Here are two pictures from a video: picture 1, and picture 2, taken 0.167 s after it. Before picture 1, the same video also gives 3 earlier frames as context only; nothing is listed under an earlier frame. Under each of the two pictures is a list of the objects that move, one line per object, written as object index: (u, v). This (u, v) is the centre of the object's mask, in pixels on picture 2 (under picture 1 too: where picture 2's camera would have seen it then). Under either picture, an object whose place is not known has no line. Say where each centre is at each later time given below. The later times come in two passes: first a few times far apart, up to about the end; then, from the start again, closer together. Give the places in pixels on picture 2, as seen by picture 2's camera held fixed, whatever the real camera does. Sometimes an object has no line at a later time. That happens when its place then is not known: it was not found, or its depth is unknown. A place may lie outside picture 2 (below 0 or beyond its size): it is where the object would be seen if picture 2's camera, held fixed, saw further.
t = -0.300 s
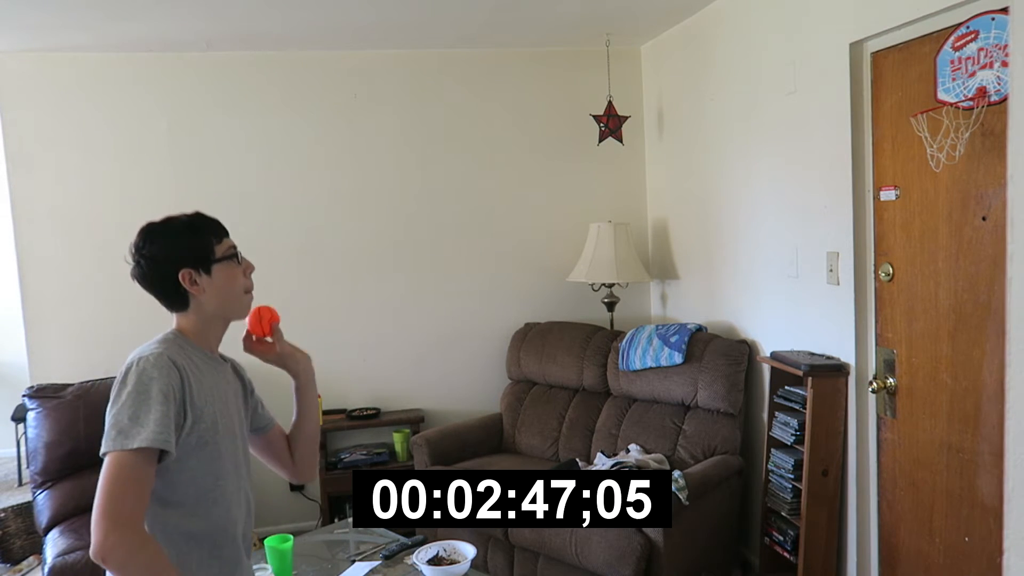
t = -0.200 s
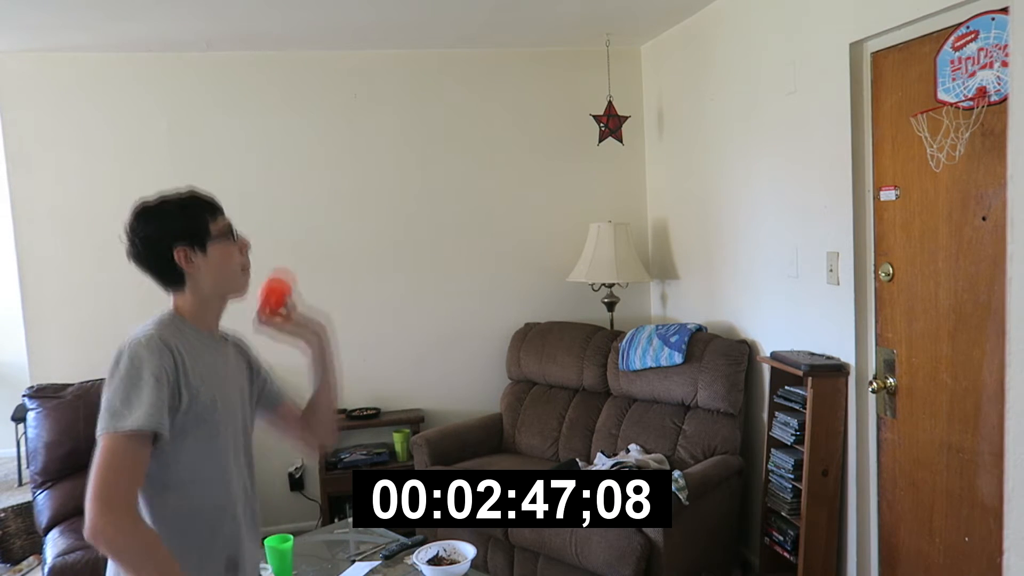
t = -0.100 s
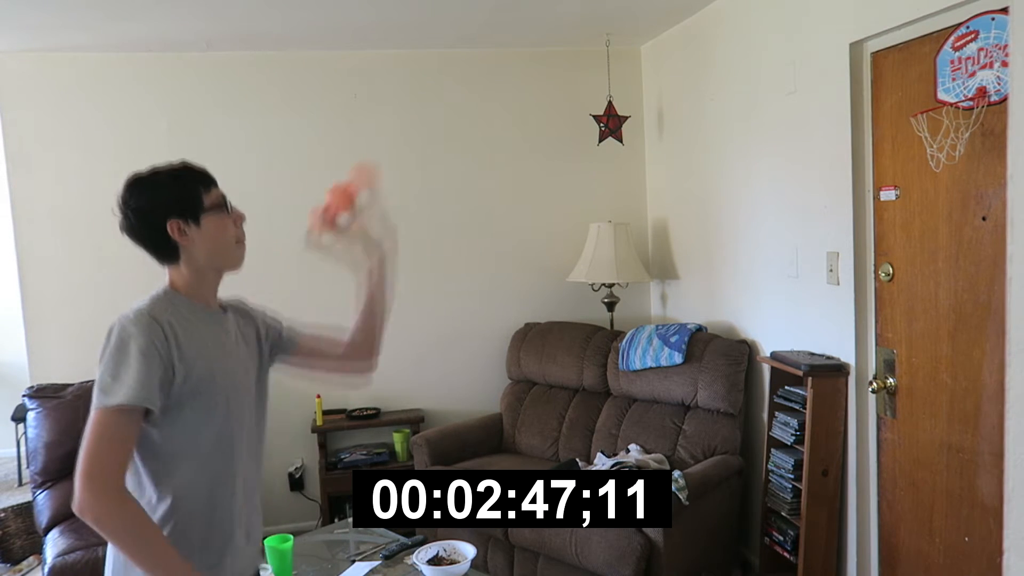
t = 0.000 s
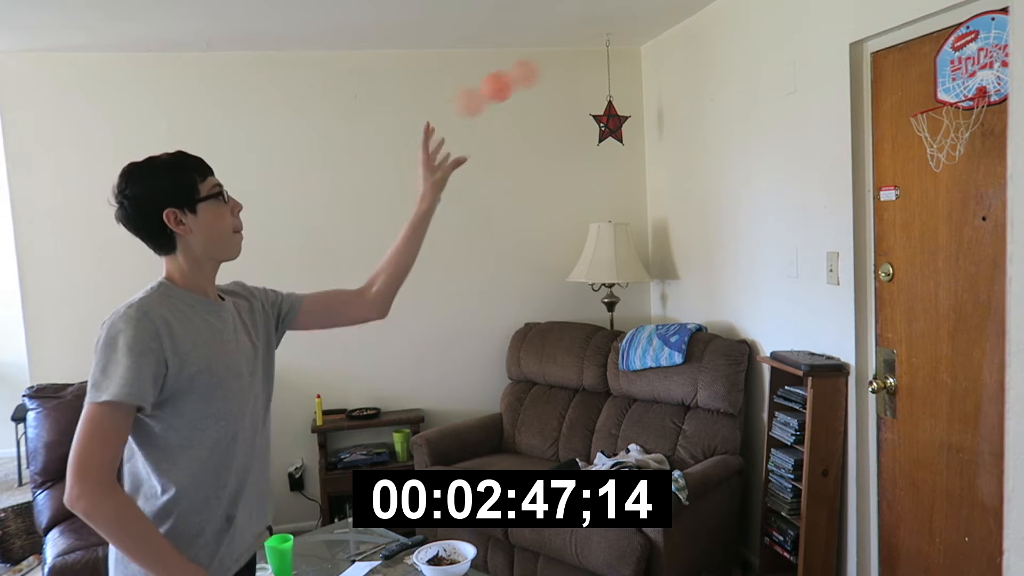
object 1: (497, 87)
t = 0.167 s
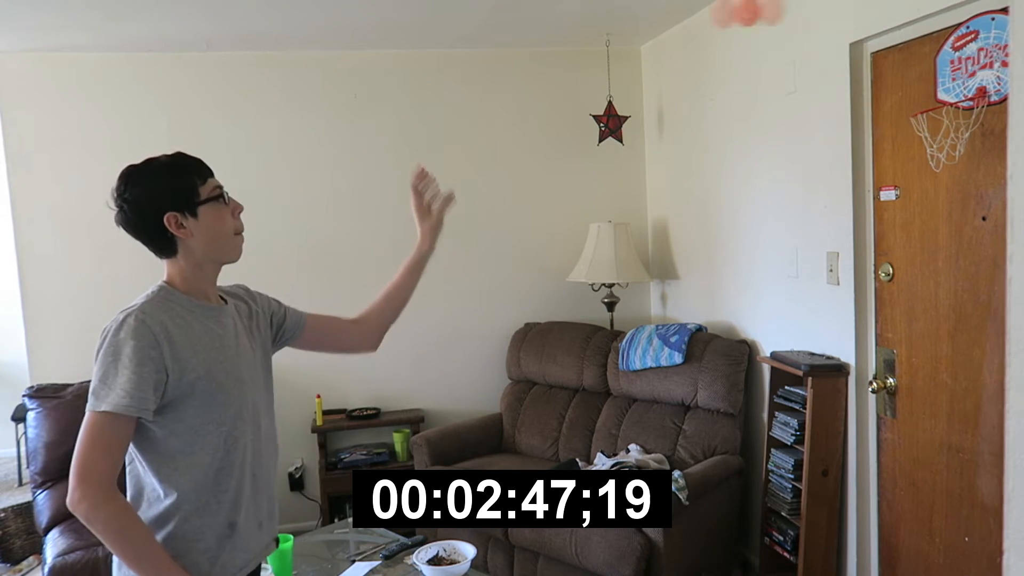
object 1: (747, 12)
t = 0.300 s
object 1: (925, 39)
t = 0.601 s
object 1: (899, 144)
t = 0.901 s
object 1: (784, 537)
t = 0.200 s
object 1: (793, 13)
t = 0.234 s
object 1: (838, 16)
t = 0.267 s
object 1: (883, 24)
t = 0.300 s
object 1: (925, 39)
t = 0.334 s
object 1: (967, 59)
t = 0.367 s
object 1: (992, 73)
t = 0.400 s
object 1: (981, 81)
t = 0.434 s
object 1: (967, 88)
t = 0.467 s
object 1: (951, 90)
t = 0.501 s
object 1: (936, 98)
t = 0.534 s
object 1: (925, 108)
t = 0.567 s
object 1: (912, 125)
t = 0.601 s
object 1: (899, 144)
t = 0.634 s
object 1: (886, 169)
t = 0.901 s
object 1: (784, 537)
